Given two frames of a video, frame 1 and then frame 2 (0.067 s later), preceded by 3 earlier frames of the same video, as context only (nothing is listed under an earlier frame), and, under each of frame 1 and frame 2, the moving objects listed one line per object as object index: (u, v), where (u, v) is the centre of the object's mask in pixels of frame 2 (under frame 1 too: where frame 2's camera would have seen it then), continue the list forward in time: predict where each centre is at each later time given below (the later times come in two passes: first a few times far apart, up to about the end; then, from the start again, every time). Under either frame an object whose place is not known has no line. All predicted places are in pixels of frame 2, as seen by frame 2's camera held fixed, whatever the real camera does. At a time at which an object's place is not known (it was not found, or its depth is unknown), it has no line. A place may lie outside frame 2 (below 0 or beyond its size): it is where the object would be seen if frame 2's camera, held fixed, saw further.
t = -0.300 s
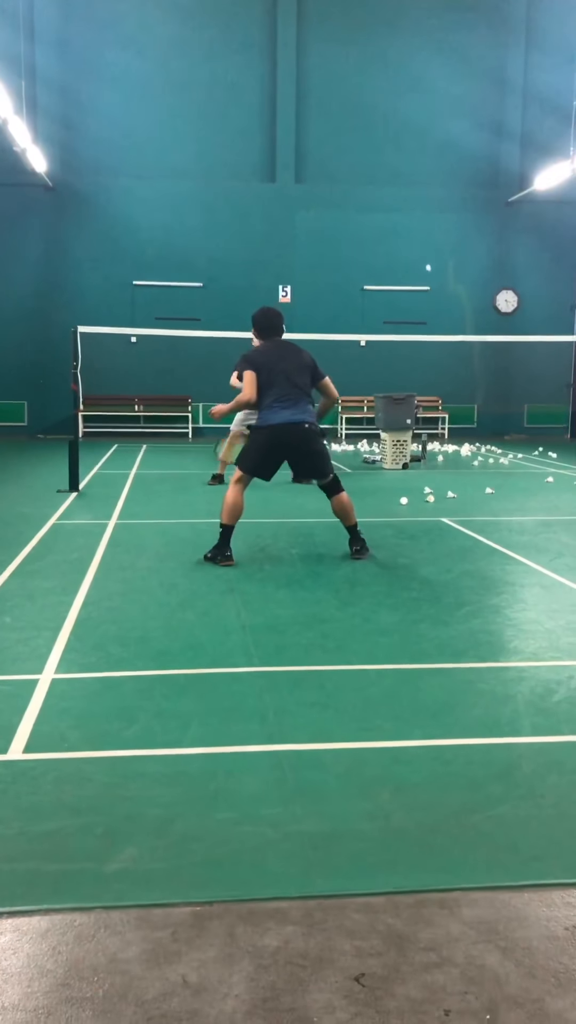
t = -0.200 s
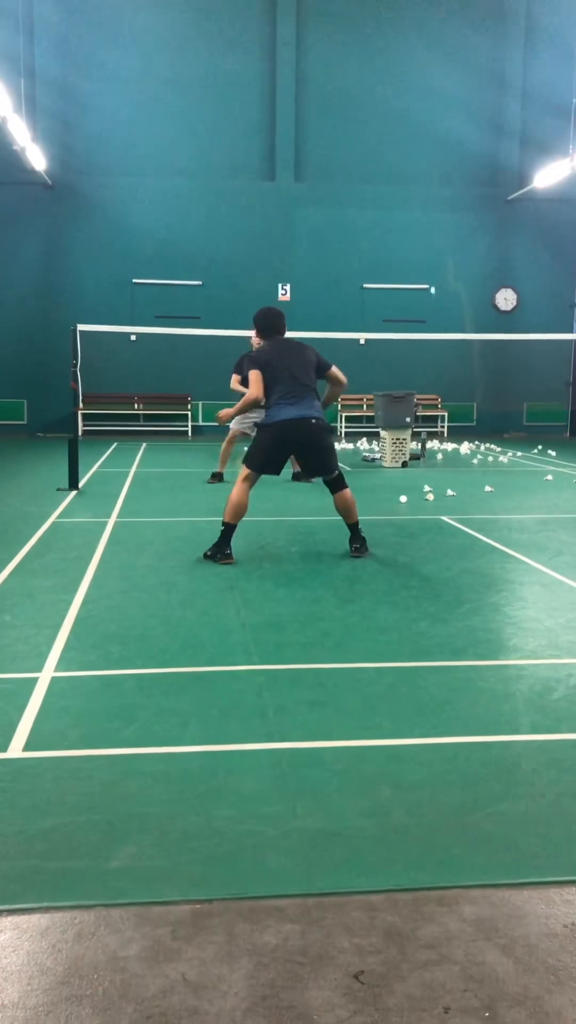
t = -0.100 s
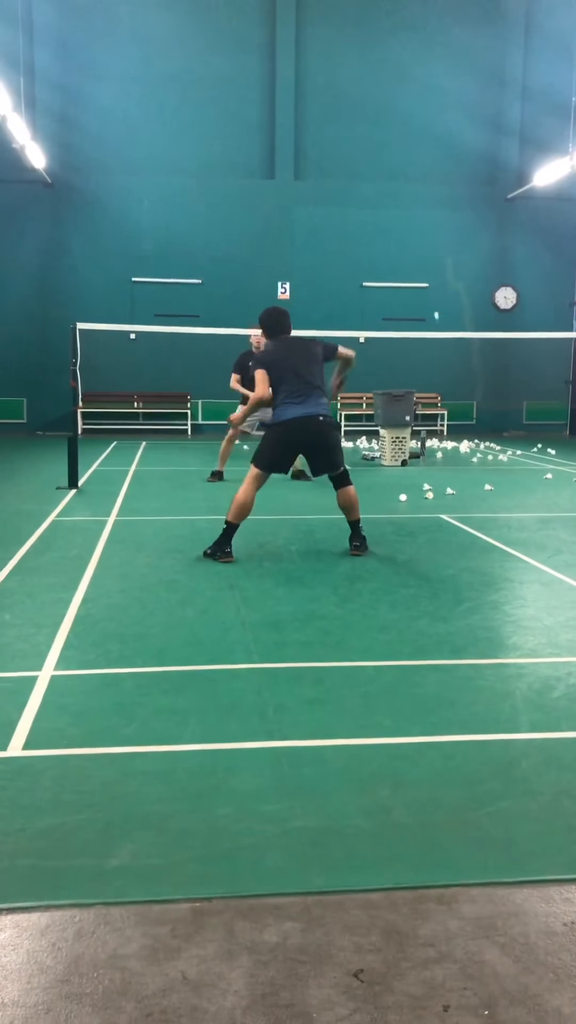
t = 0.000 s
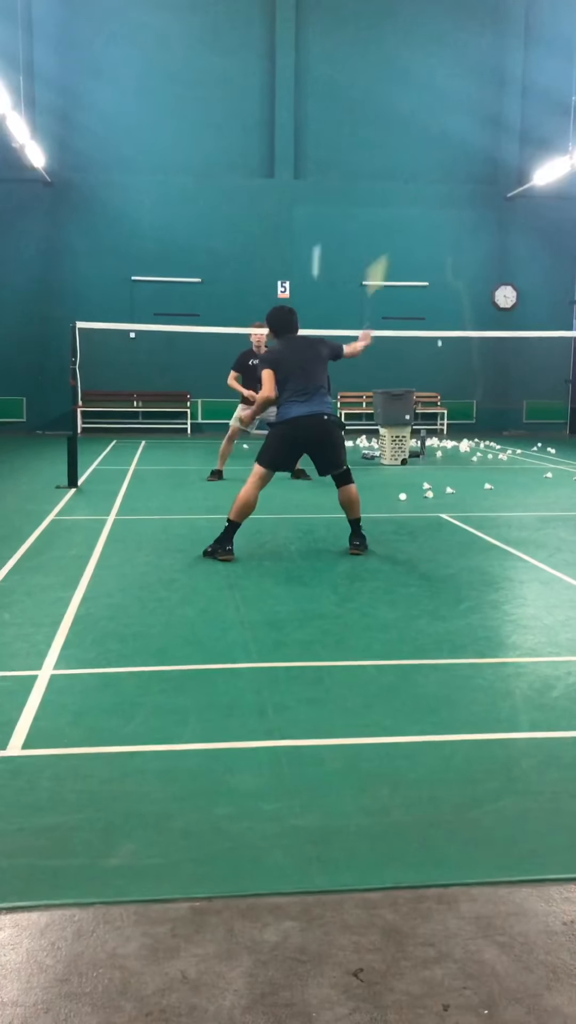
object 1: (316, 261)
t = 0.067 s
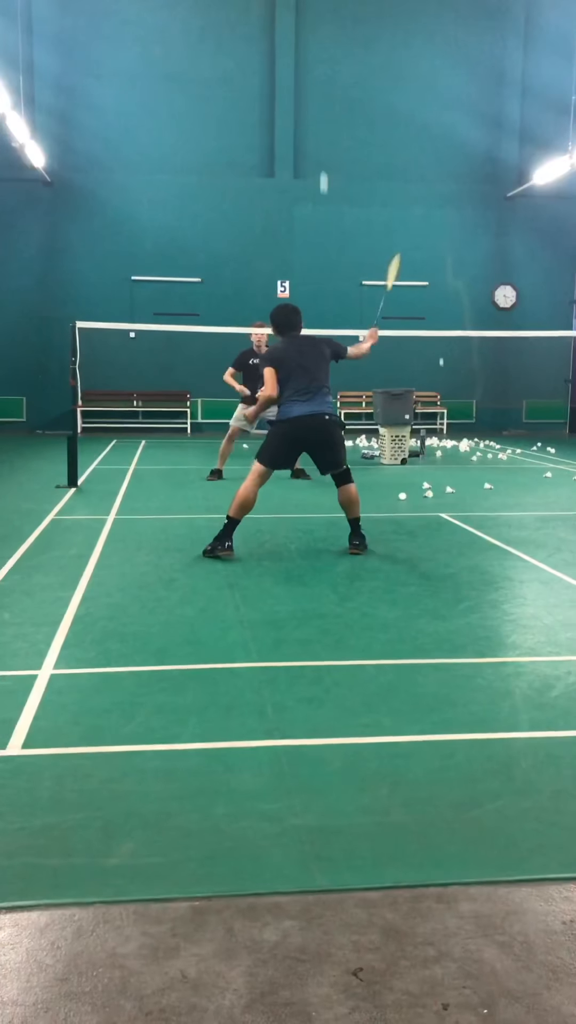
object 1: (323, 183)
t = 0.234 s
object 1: (327, 91)
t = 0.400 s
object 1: (329, 60)
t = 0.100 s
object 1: (323, 157)
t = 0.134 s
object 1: (324, 136)
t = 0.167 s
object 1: (325, 117)
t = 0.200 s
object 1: (326, 102)
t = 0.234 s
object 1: (327, 91)
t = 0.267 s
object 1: (328, 81)
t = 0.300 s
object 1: (328, 74)
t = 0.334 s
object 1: (328, 68)
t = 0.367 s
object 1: (328, 63)
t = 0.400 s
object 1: (329, 60)
